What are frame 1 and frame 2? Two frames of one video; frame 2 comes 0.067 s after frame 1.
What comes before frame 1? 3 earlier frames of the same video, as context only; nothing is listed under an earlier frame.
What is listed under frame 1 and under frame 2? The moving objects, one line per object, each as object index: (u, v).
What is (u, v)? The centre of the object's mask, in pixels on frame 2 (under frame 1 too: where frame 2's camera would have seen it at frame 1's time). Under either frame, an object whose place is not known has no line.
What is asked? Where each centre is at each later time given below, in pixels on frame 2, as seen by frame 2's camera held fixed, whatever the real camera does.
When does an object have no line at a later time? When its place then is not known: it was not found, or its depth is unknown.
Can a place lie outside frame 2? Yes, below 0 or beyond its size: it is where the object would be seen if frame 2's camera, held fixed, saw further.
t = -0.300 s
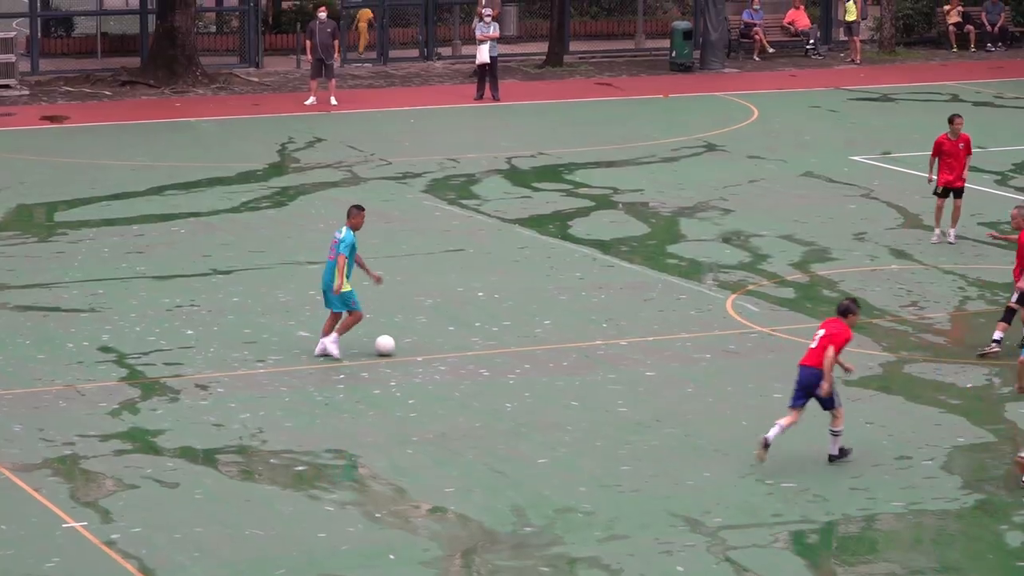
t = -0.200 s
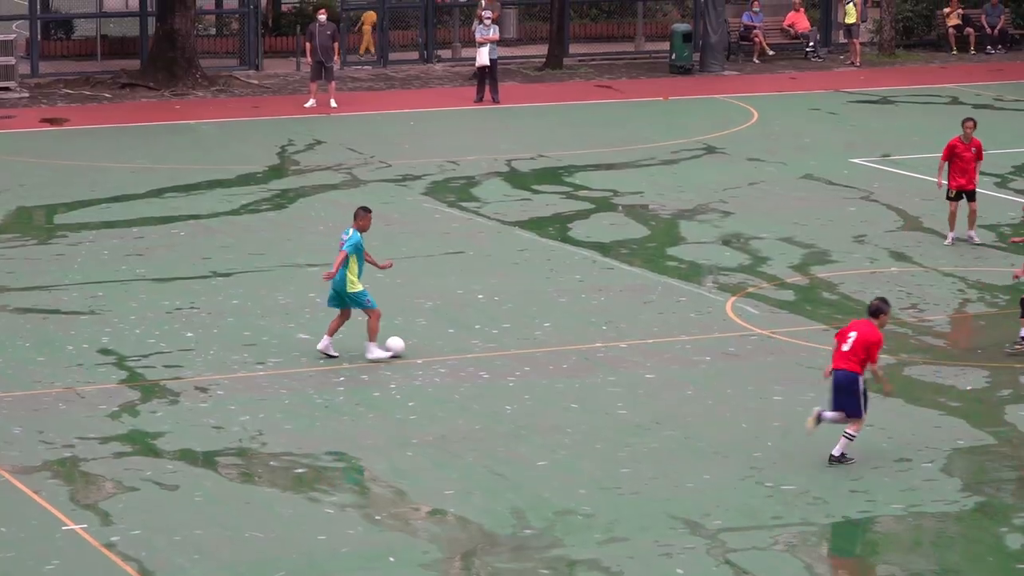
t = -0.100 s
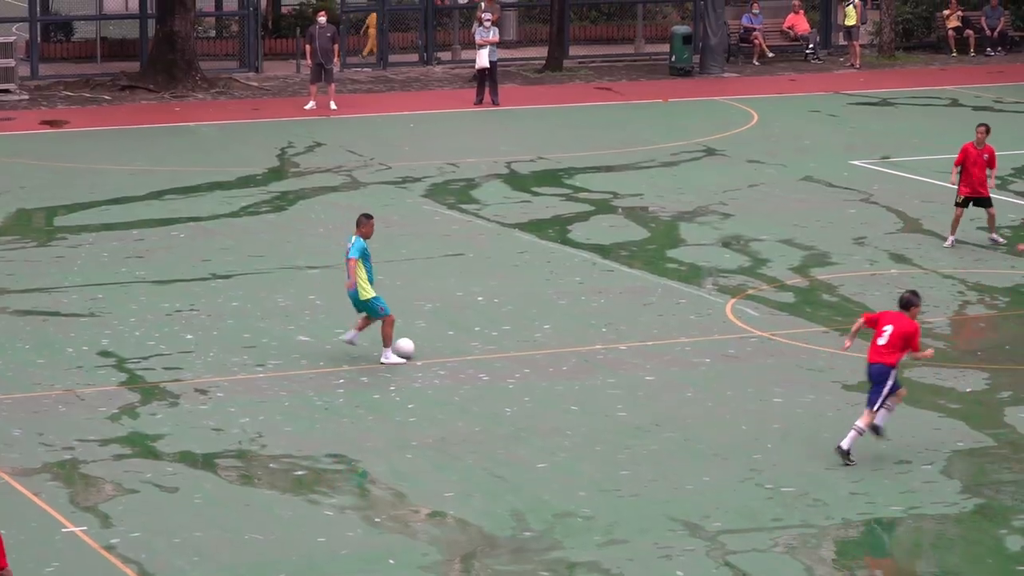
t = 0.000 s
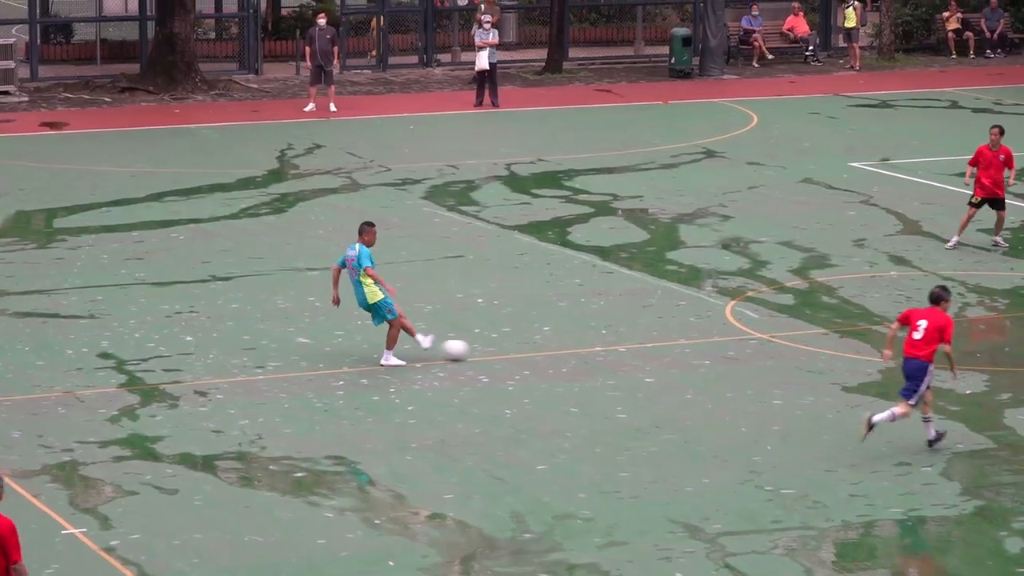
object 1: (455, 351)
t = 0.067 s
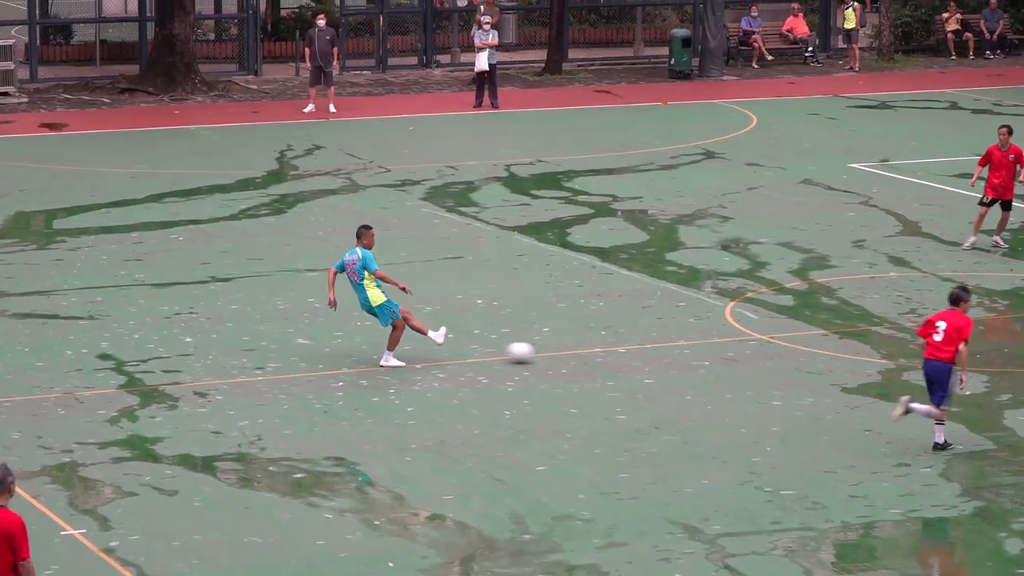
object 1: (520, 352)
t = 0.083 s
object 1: (535, 353)
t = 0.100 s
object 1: (551, 353)
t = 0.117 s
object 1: (566, 354)
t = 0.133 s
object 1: (583, 354)
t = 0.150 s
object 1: (598, 355)
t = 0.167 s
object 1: (613, 355)
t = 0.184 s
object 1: (628, 355)
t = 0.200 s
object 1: (642, 356)
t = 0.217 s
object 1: (656, 356)
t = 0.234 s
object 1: (670, 356)
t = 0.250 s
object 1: (683, 357)
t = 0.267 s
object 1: (697, 357)
